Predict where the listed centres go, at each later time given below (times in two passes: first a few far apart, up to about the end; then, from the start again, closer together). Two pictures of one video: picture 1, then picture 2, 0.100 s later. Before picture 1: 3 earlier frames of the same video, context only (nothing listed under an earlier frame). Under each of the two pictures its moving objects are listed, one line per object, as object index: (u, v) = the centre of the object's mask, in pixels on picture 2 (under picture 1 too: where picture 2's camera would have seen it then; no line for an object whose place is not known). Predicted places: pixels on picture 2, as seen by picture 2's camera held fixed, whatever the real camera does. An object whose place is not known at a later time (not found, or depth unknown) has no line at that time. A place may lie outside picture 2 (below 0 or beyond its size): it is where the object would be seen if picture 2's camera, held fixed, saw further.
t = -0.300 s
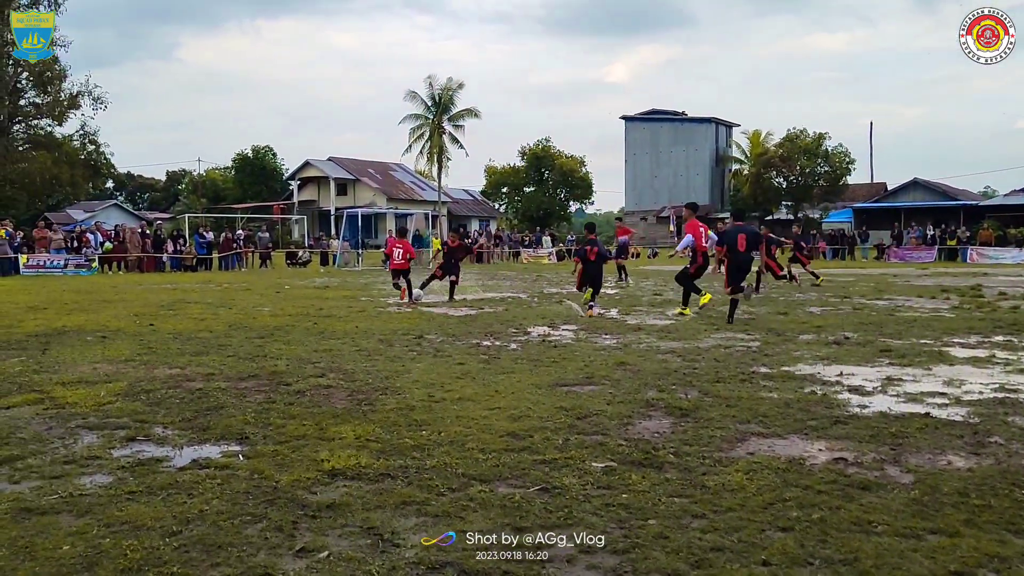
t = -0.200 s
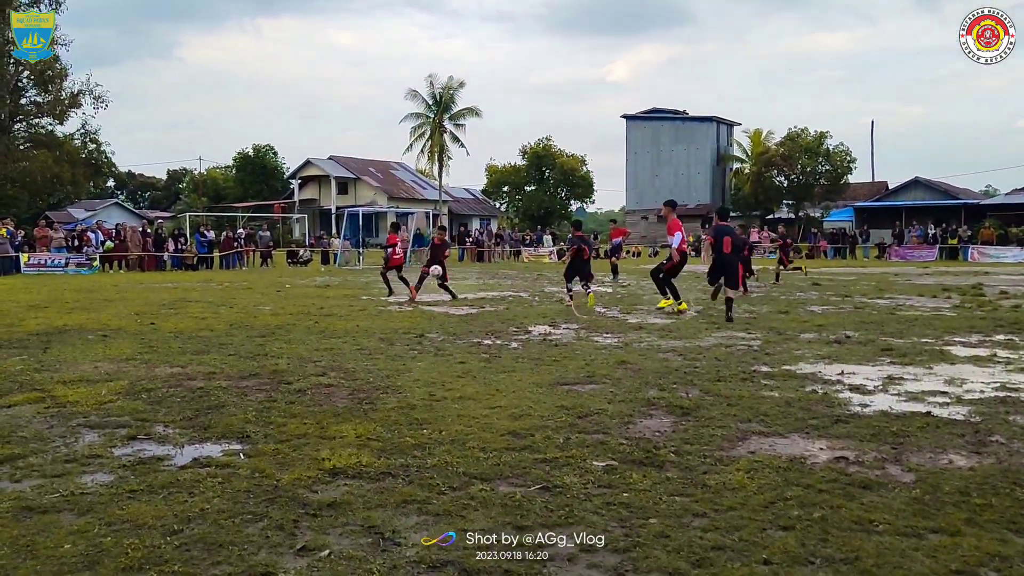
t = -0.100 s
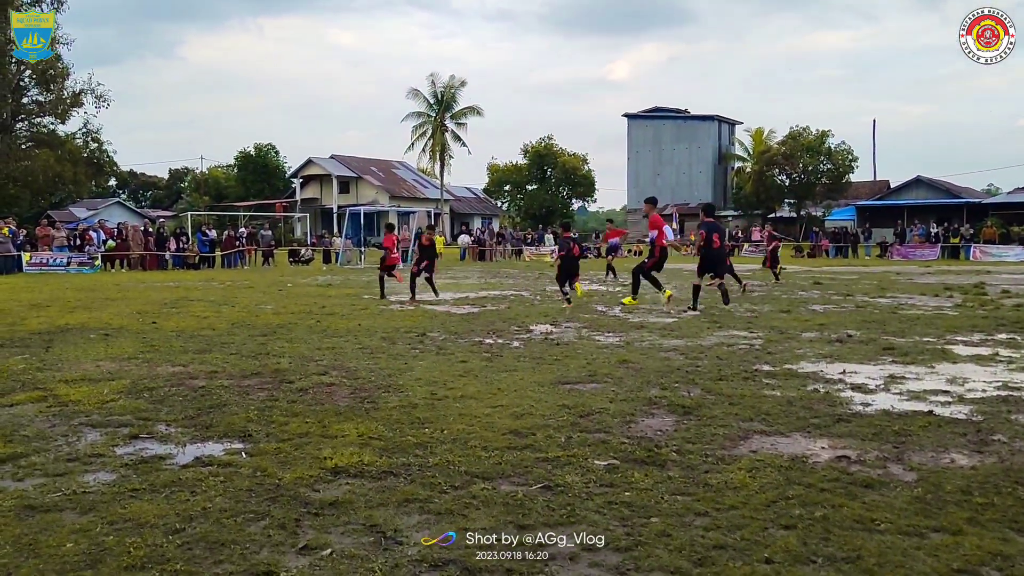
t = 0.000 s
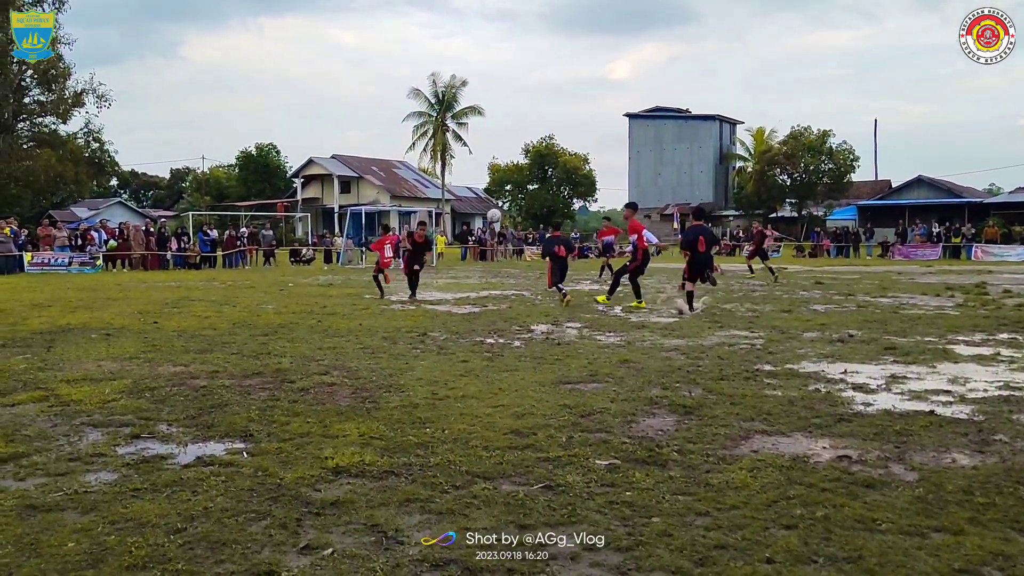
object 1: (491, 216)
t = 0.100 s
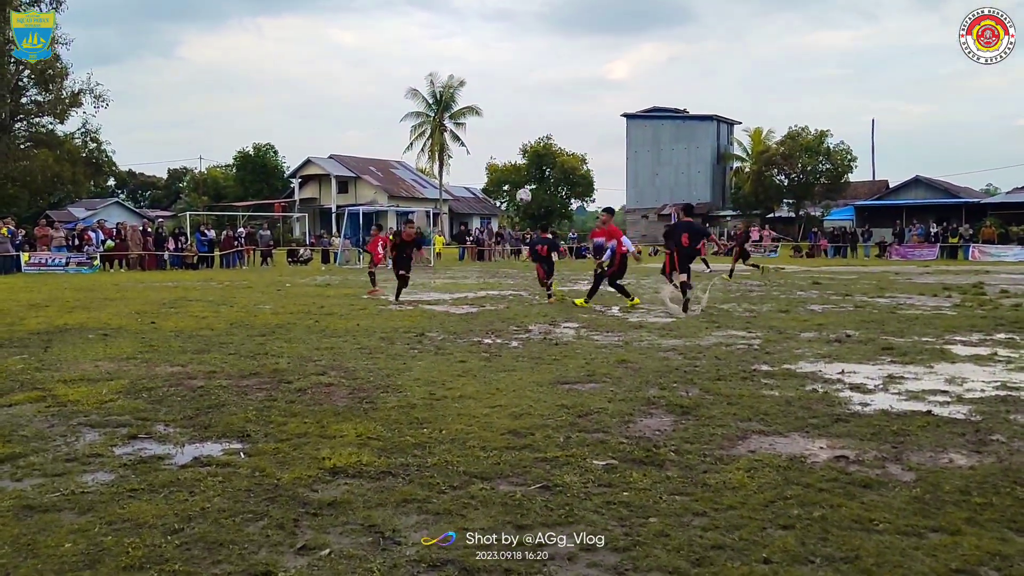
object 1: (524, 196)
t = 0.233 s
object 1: (571, 179)
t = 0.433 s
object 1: (654, 180)
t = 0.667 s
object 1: (777, 235)
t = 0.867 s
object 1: (919, 345)
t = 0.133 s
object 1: (534, 191)
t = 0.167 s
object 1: (546, 186)
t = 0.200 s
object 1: (558, 183)
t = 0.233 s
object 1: (571, 179)
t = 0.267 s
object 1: (584, 177)
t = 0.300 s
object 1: (596, 176)
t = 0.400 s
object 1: (639, 177)
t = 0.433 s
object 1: (654, 180)
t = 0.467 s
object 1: (669, 184)
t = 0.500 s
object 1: (686, 189)
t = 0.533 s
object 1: (703, 195)
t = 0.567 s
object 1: (720, 203)
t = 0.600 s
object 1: (738, 212)
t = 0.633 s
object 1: (757, 222)
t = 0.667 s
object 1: (777, 235)
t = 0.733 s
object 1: (820, 266)
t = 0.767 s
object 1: (843, 284)
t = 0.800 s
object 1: (868, 304)
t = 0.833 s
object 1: (893, 327)
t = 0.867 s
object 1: (919, 345)
